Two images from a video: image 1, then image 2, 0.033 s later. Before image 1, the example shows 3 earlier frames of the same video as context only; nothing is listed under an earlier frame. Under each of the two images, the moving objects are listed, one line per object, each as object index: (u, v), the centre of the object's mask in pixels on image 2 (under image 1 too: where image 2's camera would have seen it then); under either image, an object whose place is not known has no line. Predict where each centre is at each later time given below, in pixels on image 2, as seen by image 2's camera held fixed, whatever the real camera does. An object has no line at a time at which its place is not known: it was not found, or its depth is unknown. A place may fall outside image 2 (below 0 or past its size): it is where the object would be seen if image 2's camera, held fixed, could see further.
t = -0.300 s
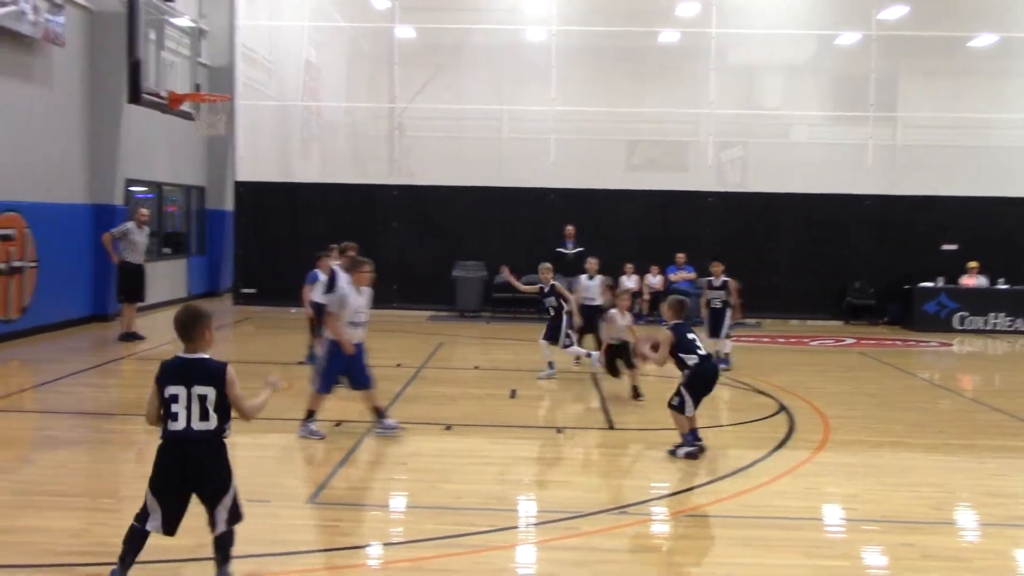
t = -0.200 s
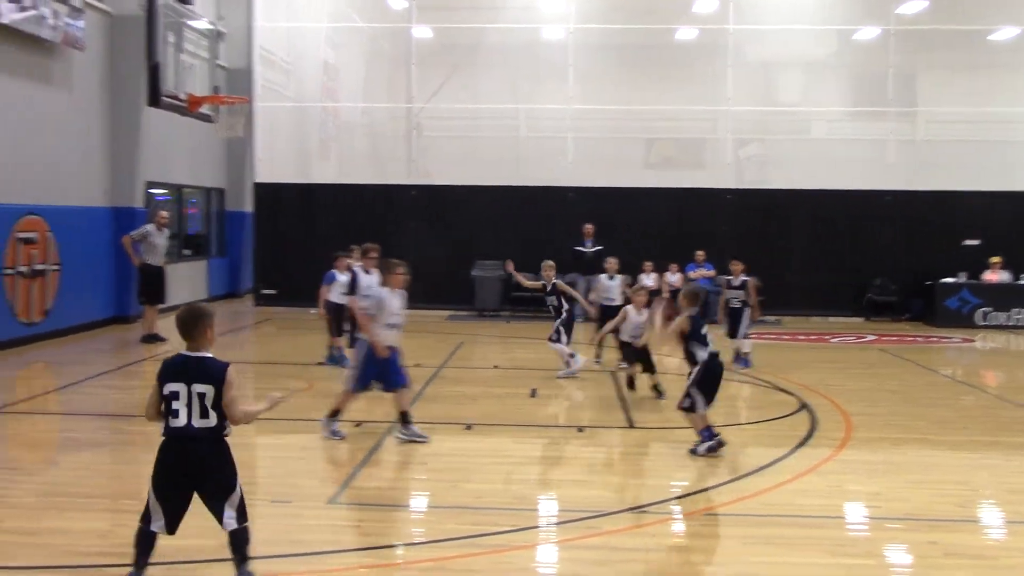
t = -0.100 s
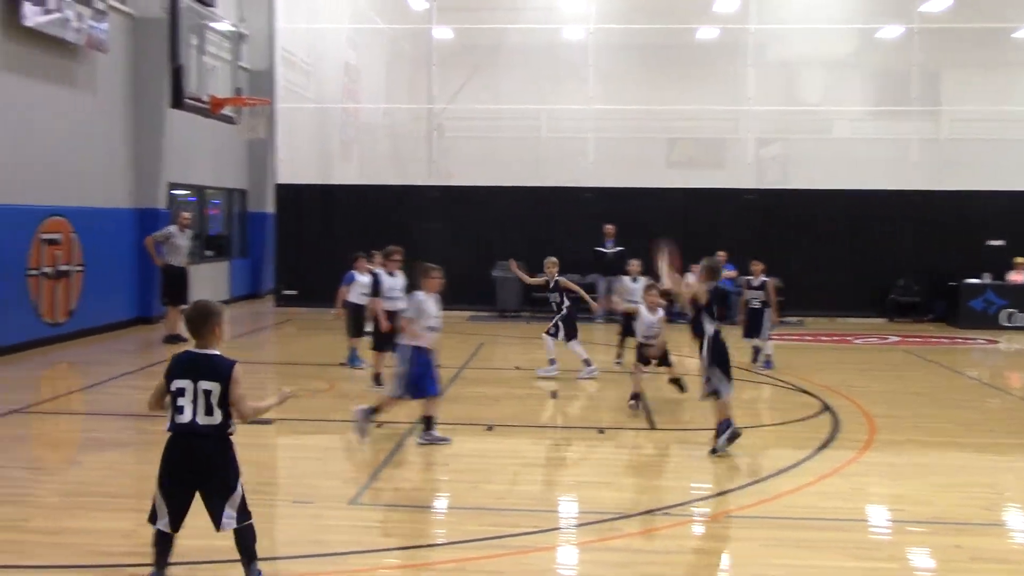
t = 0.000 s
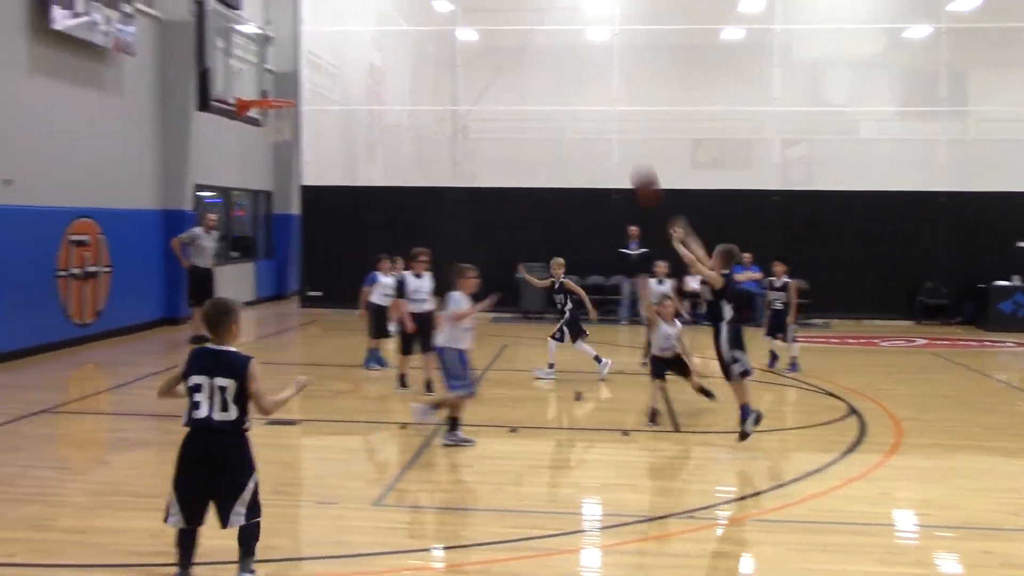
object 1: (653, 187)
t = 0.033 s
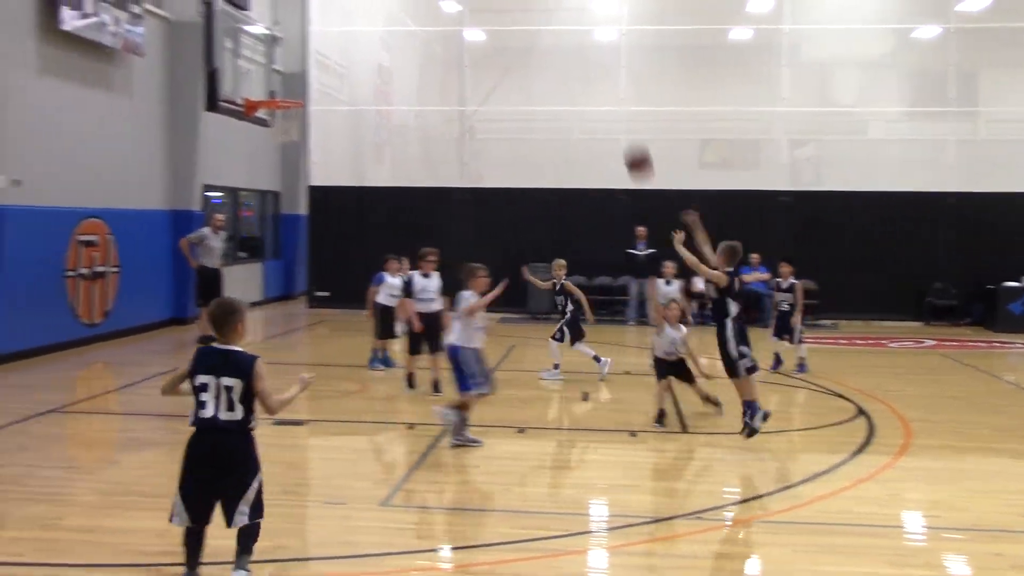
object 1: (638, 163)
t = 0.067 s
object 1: (623, 140)
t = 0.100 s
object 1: (609, 121)
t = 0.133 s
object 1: (595, 103)
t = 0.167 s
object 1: (582, 84)
